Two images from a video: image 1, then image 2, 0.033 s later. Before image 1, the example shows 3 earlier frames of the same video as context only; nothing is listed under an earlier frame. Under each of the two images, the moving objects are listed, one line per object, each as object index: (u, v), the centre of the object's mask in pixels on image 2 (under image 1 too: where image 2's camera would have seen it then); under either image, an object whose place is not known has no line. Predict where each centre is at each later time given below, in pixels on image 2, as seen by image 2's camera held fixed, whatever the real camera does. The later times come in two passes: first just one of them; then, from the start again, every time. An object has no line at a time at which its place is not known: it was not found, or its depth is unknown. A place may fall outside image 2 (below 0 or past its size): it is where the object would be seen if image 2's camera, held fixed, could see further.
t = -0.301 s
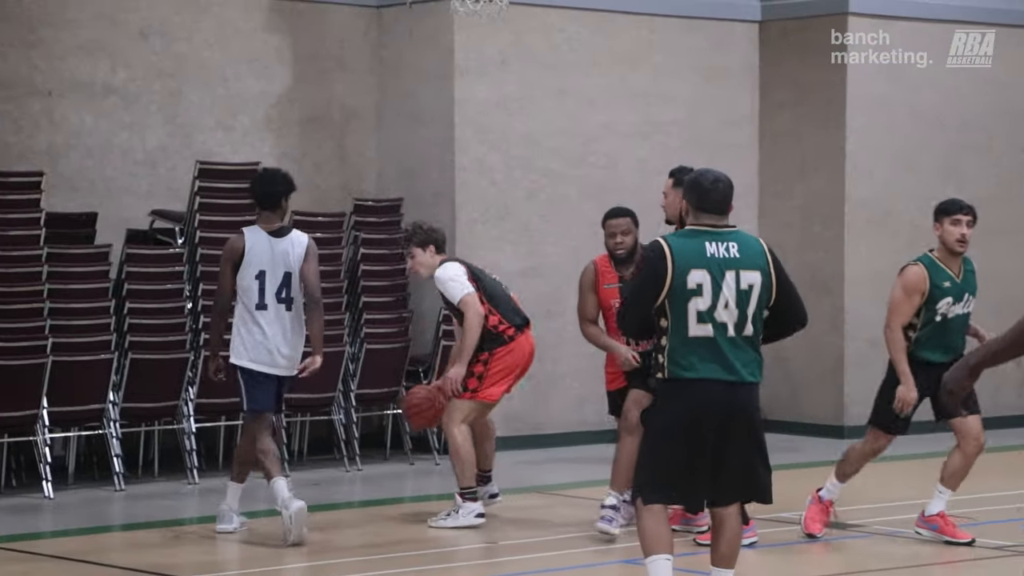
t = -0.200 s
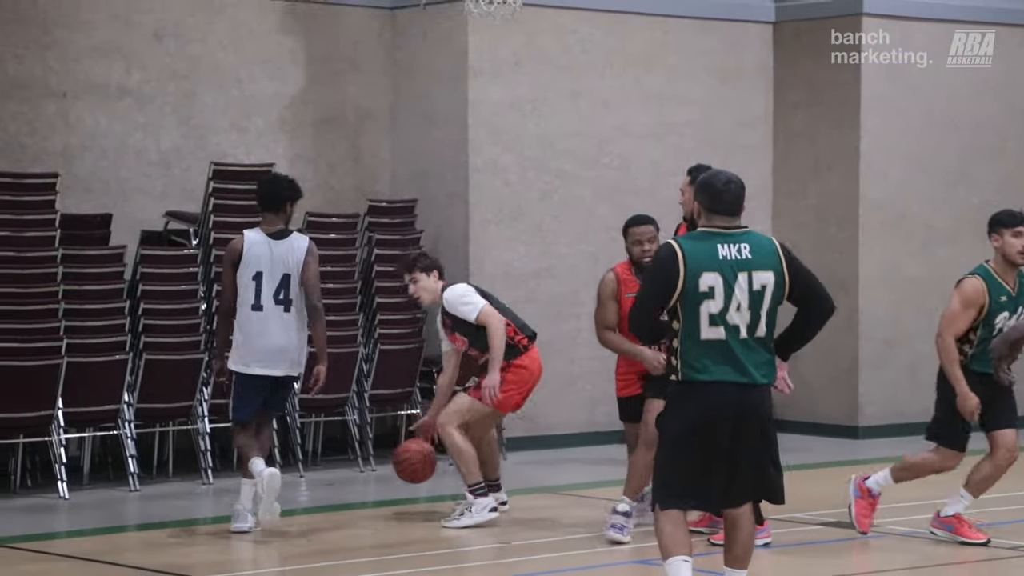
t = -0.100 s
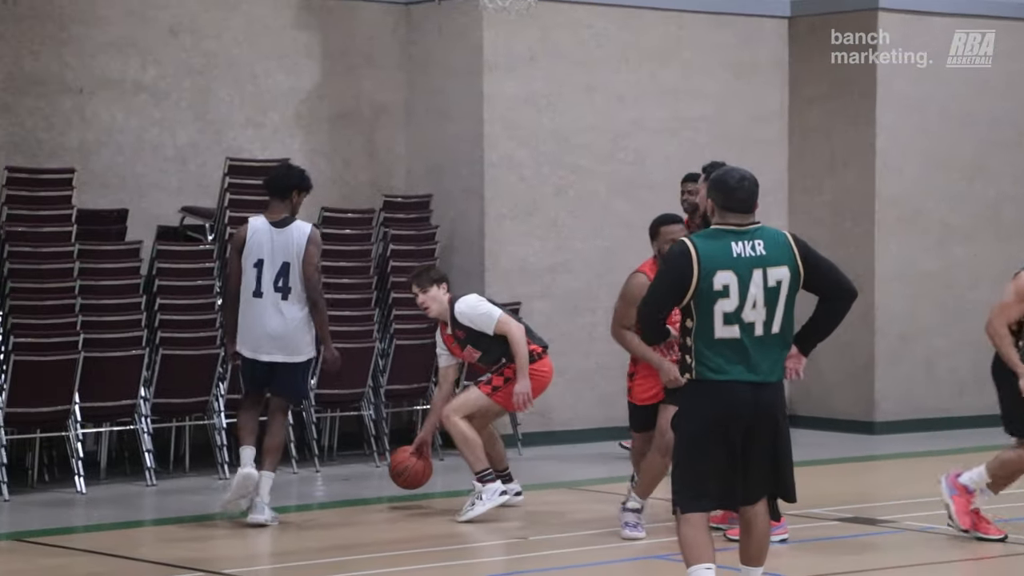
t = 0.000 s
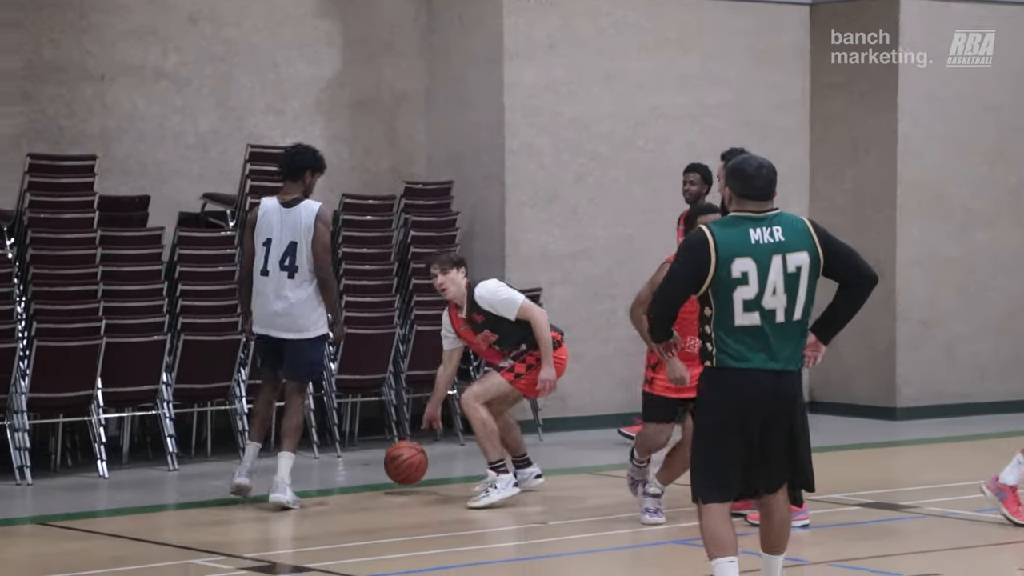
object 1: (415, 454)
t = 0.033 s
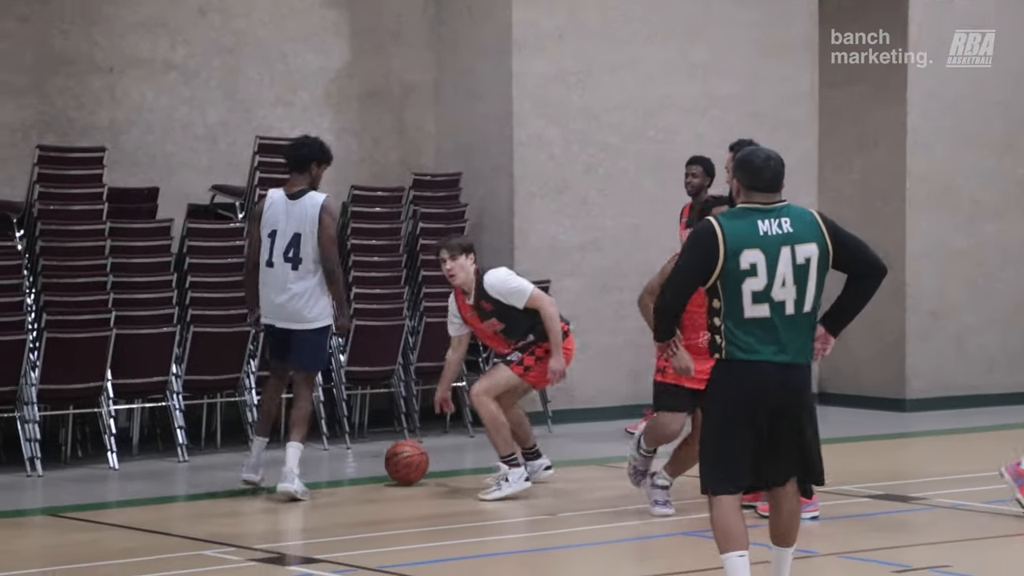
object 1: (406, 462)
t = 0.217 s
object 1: (388, 450)
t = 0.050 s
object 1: (404, 462)
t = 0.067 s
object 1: (402, 459)
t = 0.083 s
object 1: (400, 456)
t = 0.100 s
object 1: (399, 453)
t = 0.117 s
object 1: (398, 451)
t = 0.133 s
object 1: (396, 450)
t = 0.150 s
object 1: (395, 449)
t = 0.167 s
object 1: (394, 449)
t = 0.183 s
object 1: (392, 449)
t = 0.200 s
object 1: (391, 449)
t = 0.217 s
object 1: (388, 450)
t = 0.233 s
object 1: (387, 451)
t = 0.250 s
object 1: (386, 453)
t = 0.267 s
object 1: (384, 455)
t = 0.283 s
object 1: (383, 458)
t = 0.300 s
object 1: (381, 461)
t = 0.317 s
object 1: (380, 463)
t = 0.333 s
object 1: (378, 460)
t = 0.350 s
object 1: (376, 457)
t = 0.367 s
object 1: (374, 455)
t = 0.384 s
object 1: (371, 453)
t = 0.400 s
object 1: (369, 452)
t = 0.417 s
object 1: (368, 452)
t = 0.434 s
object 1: (367, 452)
